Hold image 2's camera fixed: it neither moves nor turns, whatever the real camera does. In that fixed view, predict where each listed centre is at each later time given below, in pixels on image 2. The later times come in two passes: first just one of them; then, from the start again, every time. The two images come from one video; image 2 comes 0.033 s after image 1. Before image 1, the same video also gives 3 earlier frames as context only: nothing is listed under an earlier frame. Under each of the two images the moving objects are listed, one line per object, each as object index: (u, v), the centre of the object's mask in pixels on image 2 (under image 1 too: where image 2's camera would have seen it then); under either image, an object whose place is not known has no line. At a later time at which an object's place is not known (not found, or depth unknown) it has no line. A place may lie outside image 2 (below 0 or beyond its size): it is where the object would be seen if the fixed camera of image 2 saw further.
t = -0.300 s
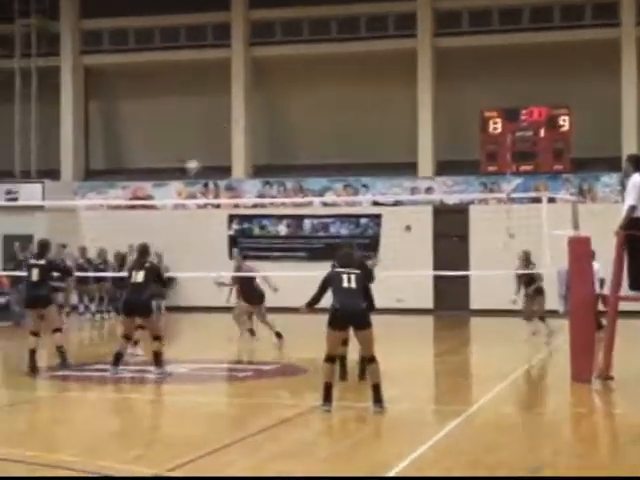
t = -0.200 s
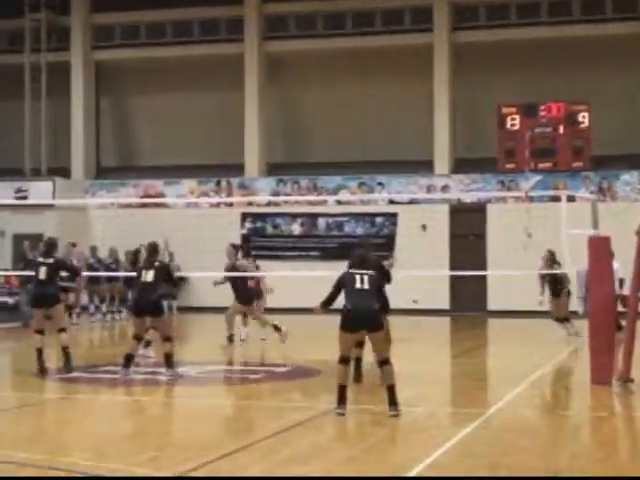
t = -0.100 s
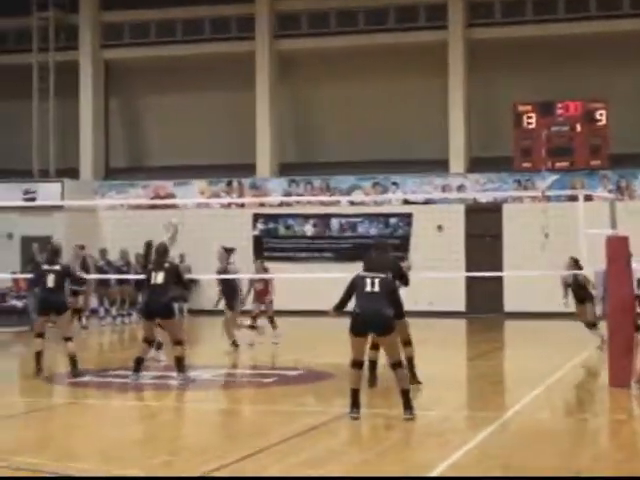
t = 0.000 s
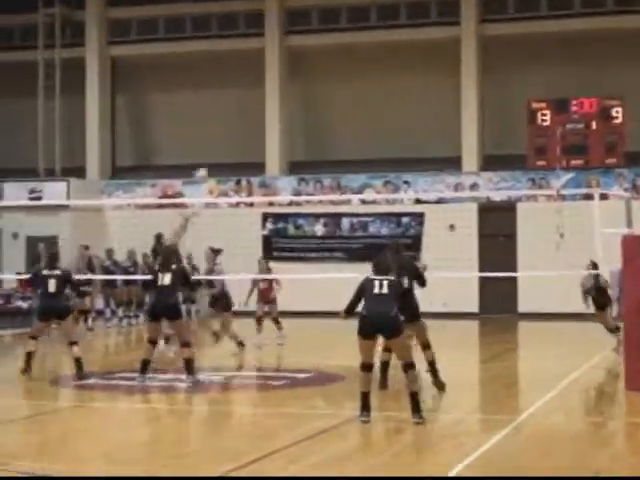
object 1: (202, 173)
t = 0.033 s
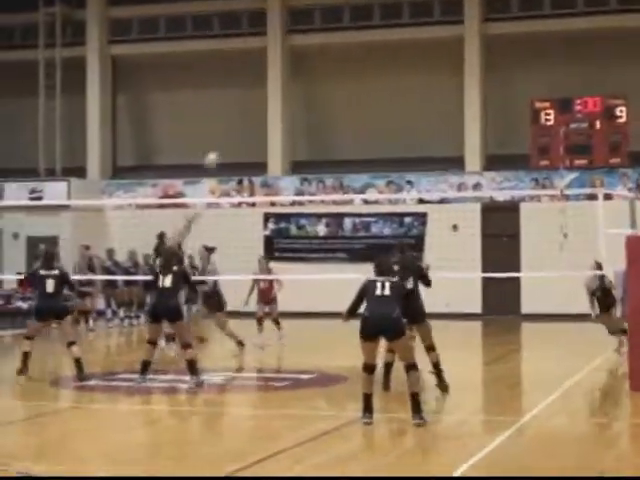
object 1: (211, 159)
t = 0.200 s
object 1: (252, 93)
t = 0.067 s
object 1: (220, 144)
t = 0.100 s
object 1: (228, 130)
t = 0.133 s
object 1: (235, 117)
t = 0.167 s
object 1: (243, 104)
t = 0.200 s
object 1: (252, 93)
